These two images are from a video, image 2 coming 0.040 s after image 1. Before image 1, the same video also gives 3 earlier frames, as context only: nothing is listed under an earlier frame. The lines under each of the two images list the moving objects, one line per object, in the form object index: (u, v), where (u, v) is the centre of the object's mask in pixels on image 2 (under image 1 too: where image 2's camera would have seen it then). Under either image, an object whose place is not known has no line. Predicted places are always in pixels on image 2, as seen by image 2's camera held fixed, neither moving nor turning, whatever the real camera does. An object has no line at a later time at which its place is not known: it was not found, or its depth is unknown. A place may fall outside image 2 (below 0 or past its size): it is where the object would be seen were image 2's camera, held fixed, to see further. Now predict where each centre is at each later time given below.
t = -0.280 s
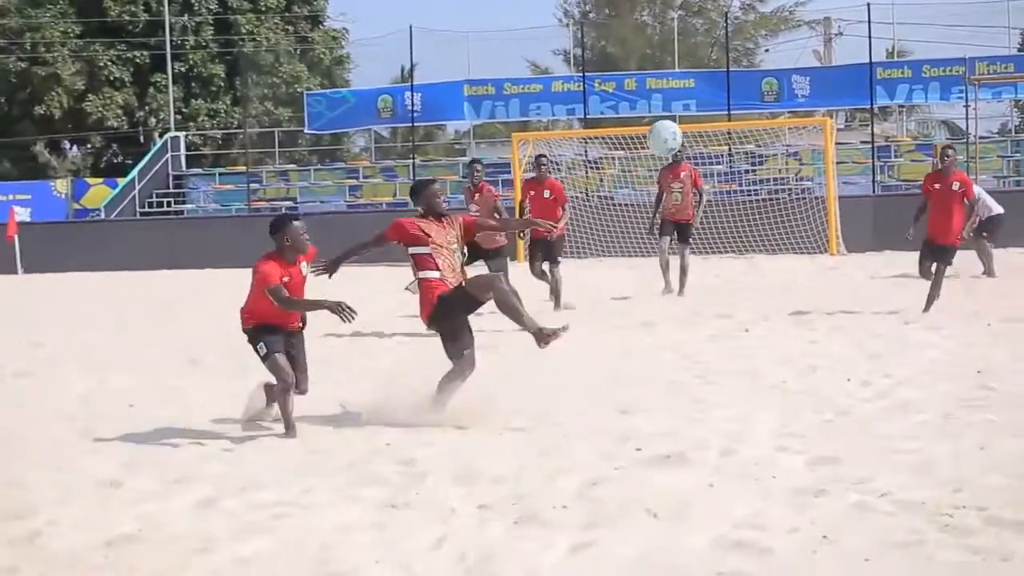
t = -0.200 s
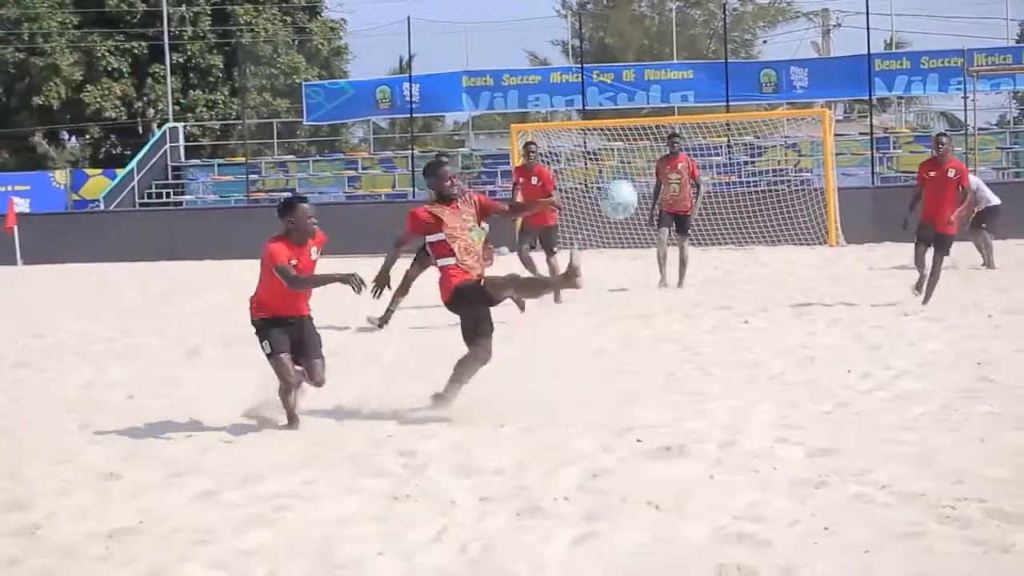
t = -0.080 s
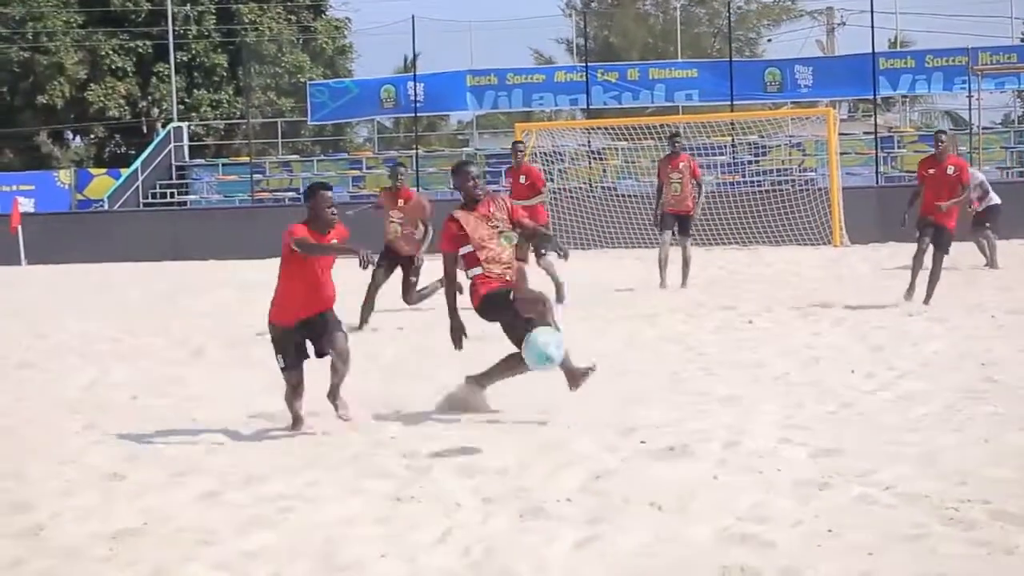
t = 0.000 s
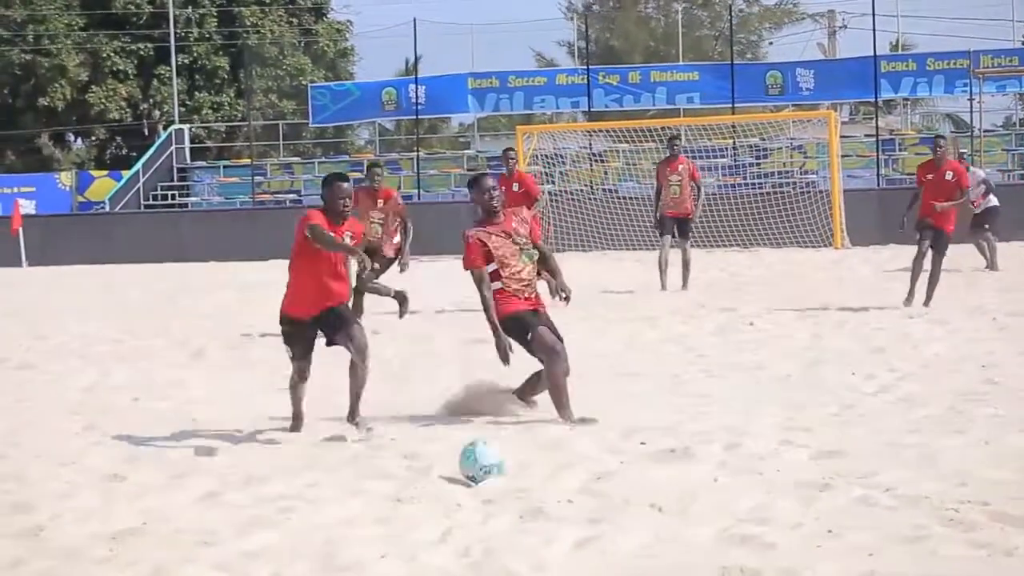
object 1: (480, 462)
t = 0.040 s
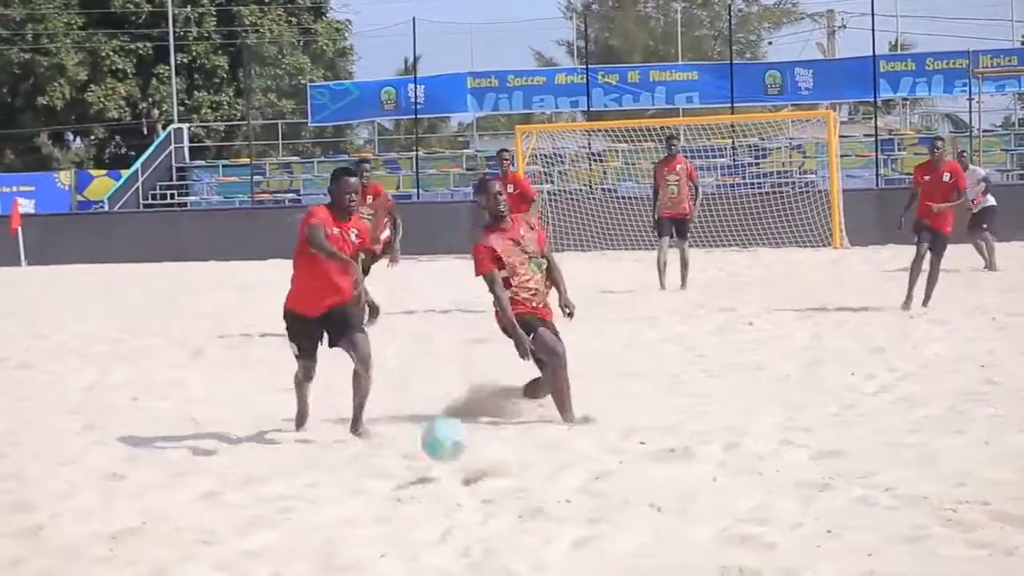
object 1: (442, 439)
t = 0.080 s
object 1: (408, 421)
